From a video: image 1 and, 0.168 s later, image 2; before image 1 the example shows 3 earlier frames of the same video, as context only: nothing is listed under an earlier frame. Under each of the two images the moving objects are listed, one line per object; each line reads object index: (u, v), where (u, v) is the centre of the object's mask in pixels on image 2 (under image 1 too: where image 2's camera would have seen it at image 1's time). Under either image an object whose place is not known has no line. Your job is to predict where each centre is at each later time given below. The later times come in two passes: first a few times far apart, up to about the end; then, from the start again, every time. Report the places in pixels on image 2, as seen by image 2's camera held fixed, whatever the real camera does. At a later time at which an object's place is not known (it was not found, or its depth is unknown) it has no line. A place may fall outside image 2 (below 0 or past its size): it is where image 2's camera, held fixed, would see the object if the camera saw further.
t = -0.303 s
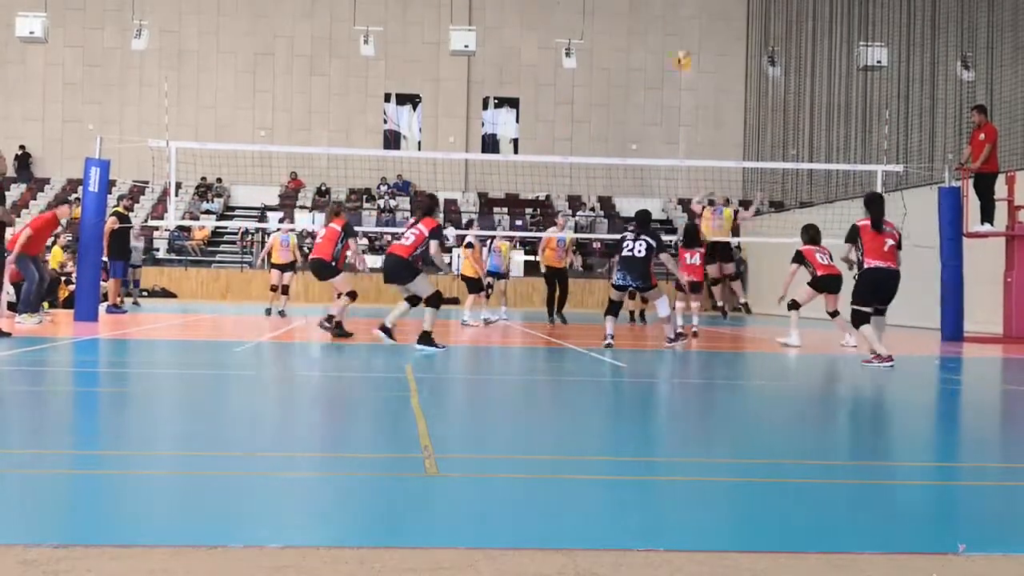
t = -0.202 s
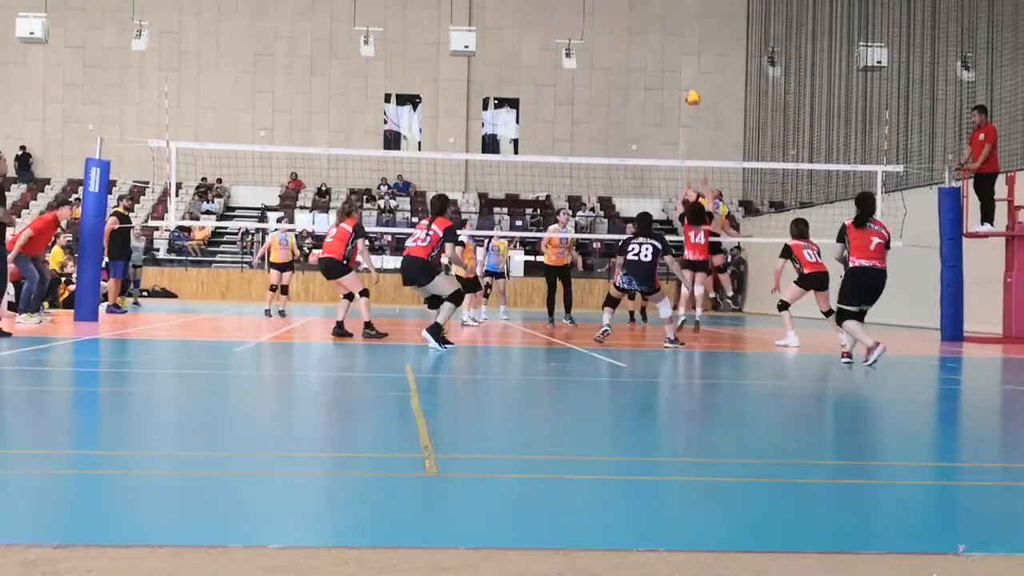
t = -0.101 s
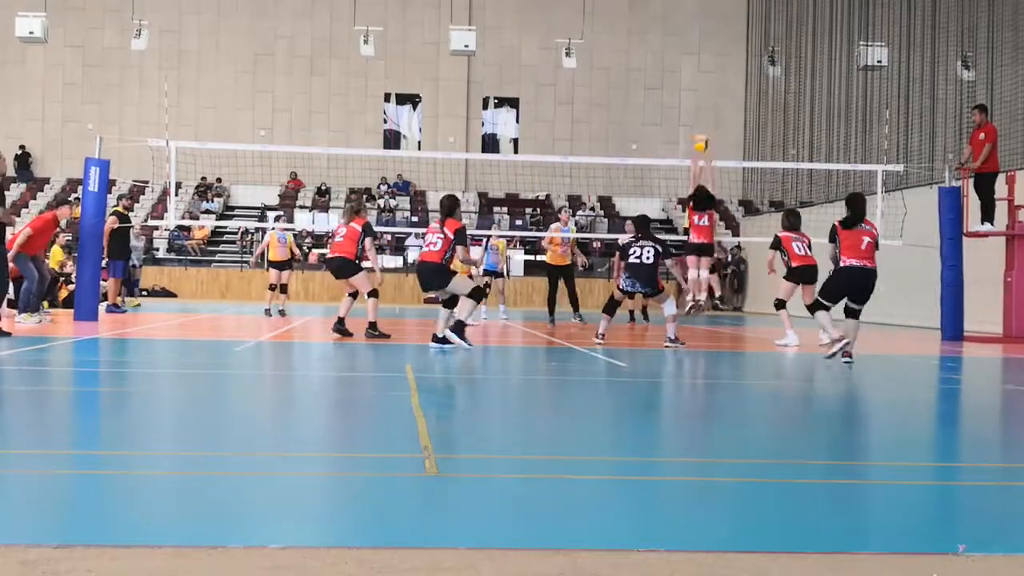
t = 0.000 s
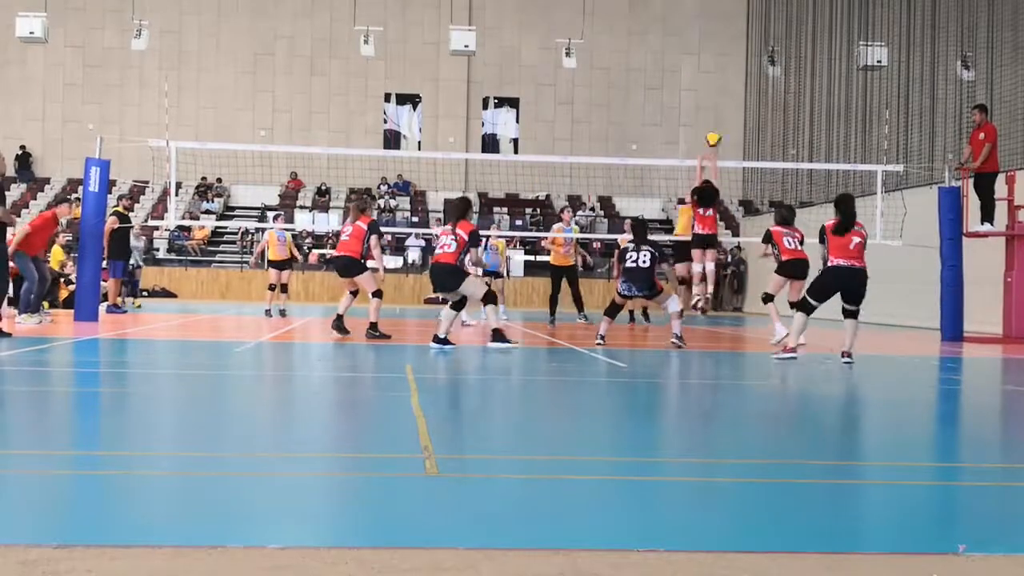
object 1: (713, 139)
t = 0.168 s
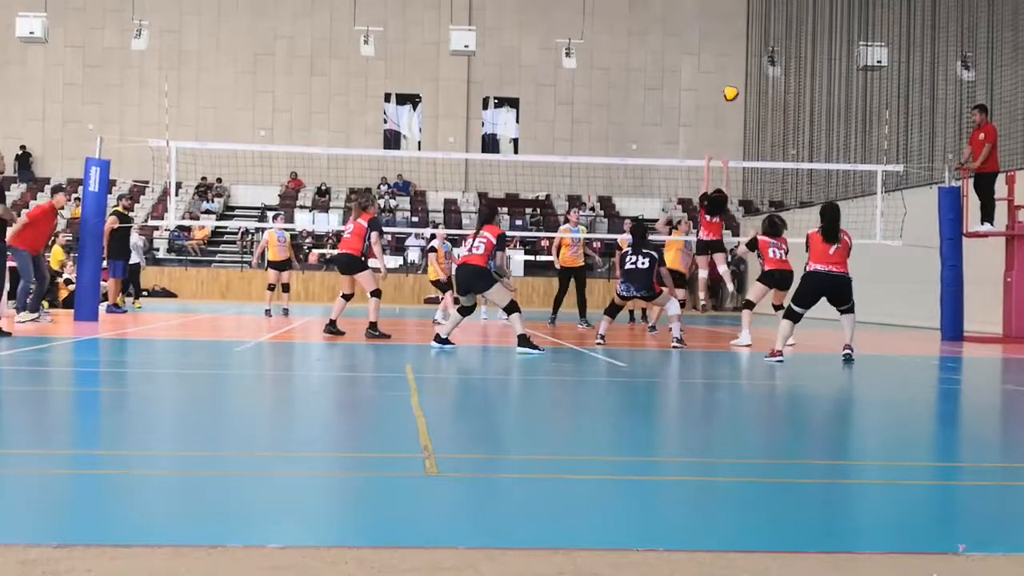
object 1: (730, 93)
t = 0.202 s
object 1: (734, 86)
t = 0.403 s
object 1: (754, 63)
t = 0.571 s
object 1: (771, 67)
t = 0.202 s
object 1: (734, 86)
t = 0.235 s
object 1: (737, 80)
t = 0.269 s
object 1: (740, 75)
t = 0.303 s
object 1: (743, 71)
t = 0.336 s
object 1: (747, 67)
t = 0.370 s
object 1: (751, 64)
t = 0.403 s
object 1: (754, 63)
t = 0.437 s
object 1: (758, 62)
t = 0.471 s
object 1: (761, 61)
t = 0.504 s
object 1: (765, 62)
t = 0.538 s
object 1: (769, 65)
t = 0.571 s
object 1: (771, 67)
